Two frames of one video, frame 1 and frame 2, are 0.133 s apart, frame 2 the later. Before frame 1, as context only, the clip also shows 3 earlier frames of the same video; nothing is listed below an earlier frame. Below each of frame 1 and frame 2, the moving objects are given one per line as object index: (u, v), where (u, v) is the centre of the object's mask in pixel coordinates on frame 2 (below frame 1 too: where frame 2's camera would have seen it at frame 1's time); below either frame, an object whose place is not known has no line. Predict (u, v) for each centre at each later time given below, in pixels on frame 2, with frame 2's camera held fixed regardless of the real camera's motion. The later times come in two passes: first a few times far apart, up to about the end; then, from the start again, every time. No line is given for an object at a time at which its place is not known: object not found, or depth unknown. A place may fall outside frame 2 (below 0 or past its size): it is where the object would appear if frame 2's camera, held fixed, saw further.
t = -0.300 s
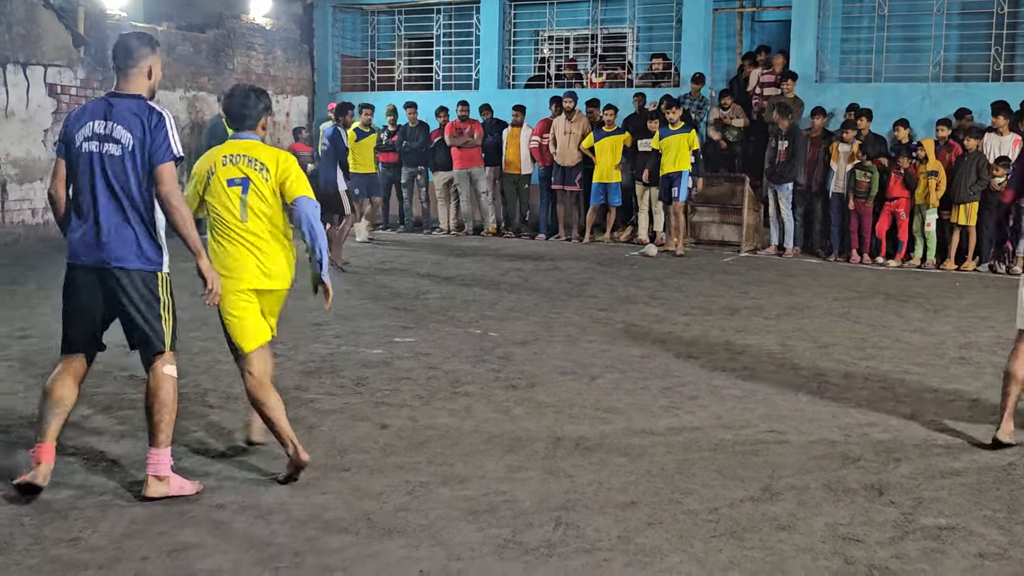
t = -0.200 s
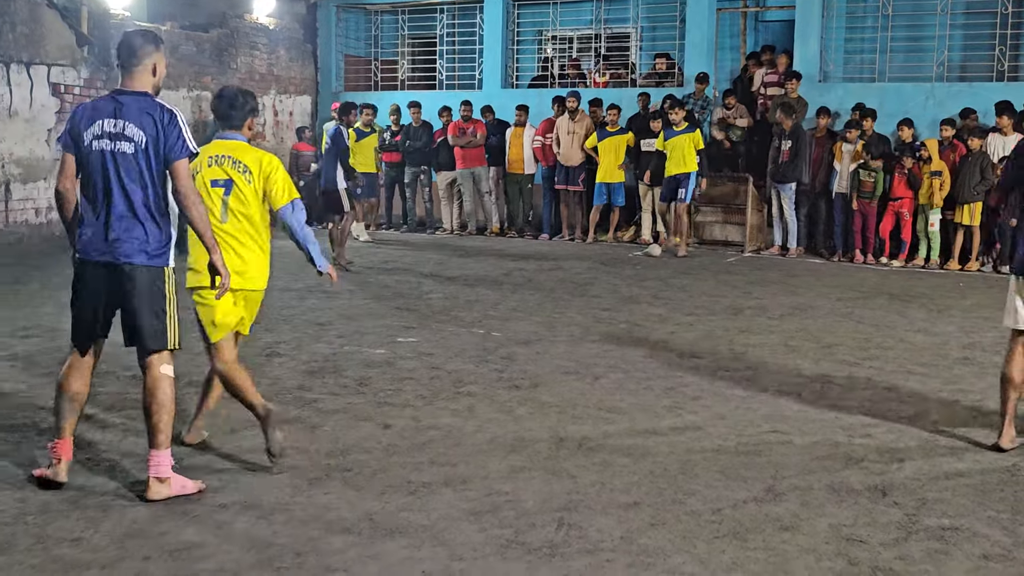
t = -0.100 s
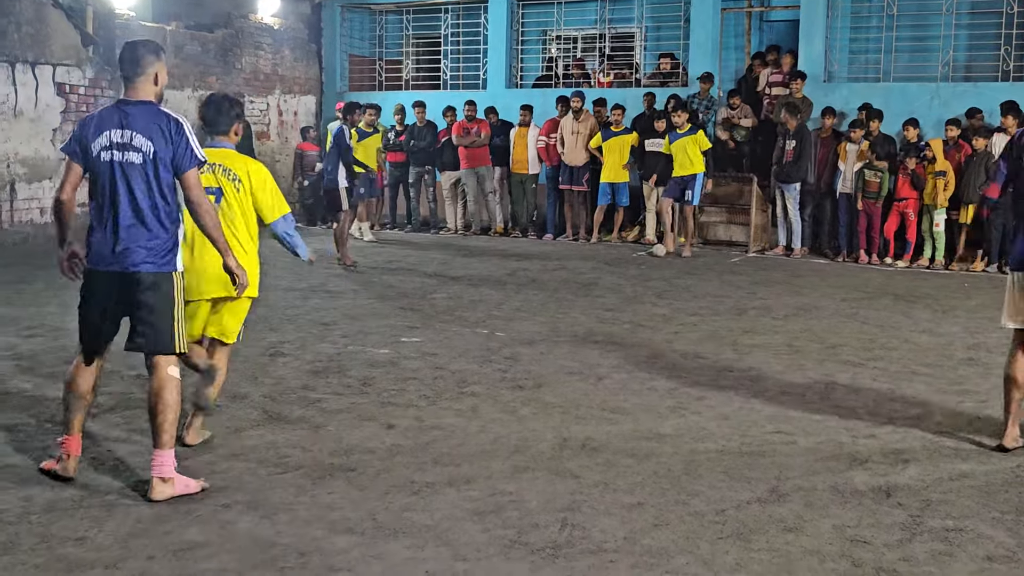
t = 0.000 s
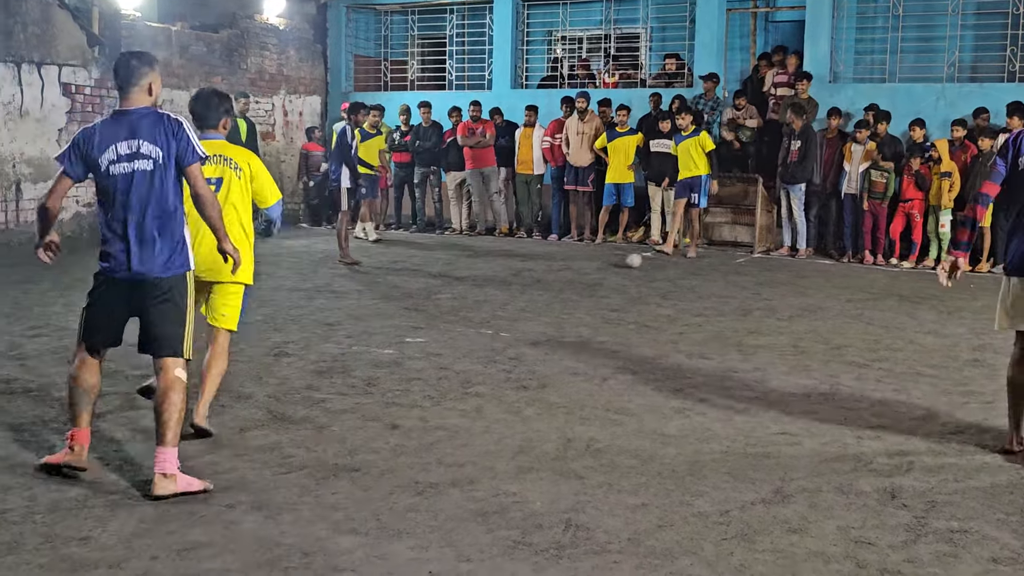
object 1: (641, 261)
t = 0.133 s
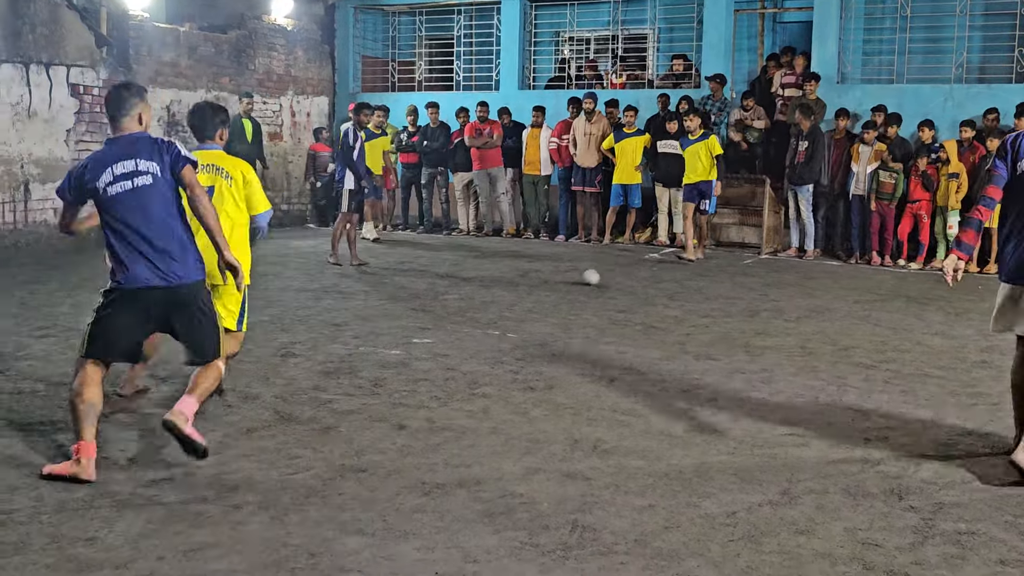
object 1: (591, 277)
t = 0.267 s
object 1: (537, 292)
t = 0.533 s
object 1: (421, 322)
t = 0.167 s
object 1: (578, 281)
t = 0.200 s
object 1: (565, 284)
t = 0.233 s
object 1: (551, 288)
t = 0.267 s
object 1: (537, 292)
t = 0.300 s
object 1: (523, 296)
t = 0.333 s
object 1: (509, 300)
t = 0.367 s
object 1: (495, 304)
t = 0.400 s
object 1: (481, 307)
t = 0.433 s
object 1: (466, 311)
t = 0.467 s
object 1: (451, 317)
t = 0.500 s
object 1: (436, 320)
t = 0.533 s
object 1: (421, 322)
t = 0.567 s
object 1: (406, 325)
